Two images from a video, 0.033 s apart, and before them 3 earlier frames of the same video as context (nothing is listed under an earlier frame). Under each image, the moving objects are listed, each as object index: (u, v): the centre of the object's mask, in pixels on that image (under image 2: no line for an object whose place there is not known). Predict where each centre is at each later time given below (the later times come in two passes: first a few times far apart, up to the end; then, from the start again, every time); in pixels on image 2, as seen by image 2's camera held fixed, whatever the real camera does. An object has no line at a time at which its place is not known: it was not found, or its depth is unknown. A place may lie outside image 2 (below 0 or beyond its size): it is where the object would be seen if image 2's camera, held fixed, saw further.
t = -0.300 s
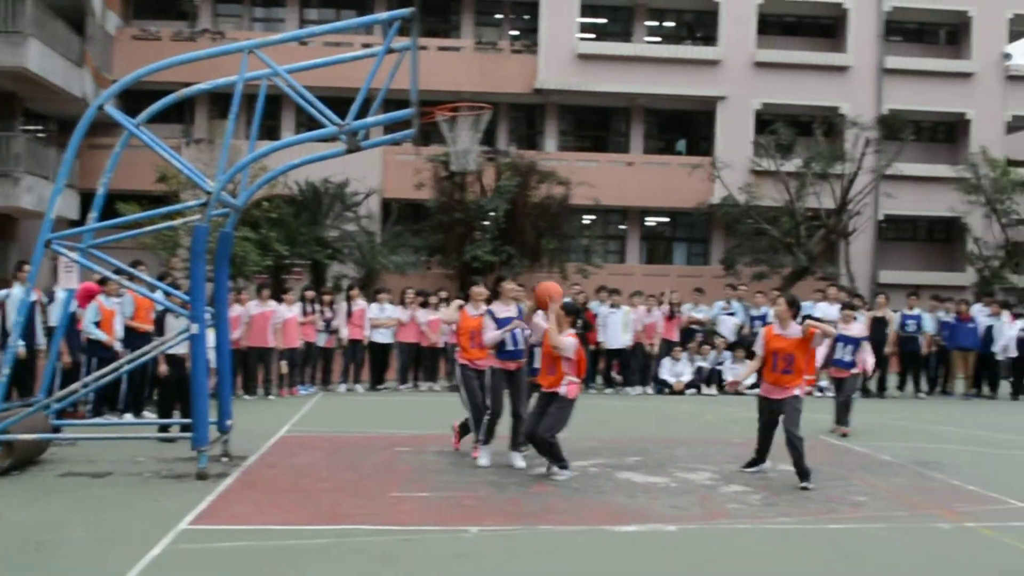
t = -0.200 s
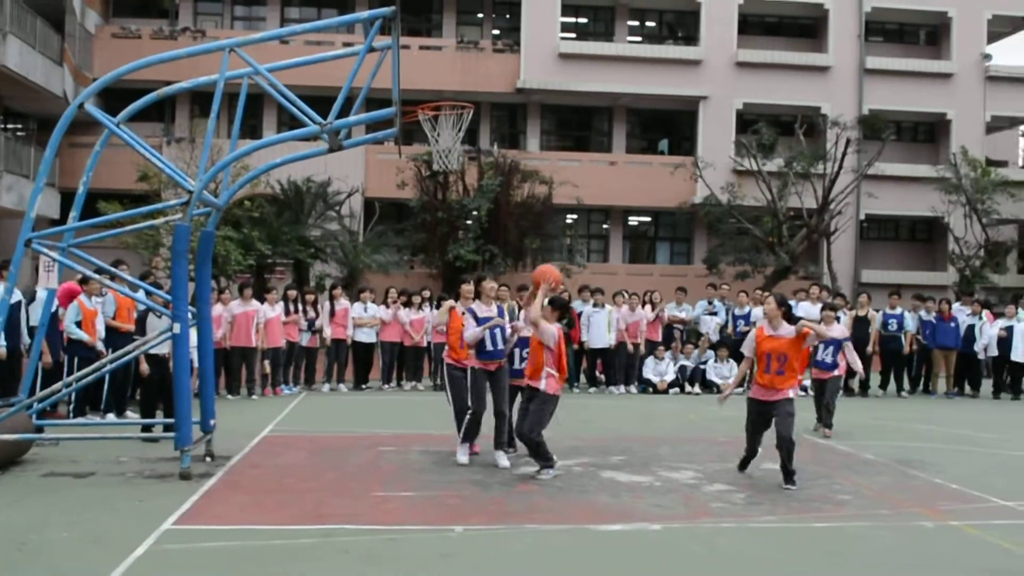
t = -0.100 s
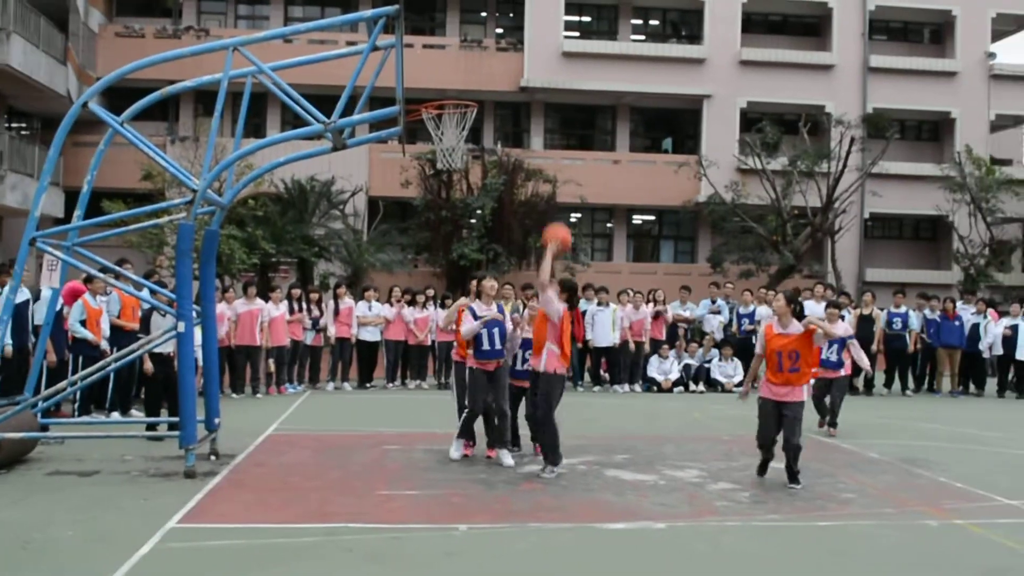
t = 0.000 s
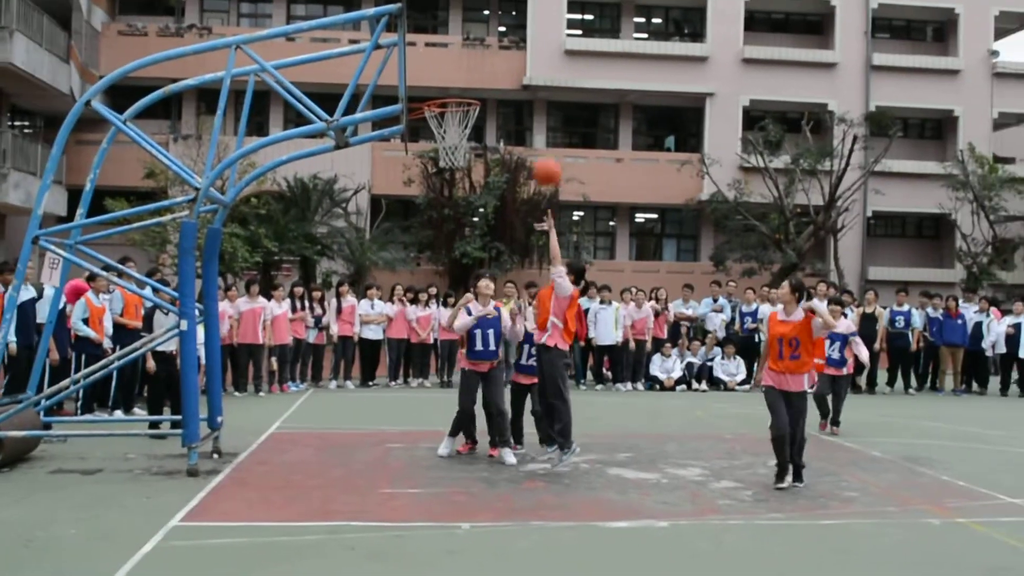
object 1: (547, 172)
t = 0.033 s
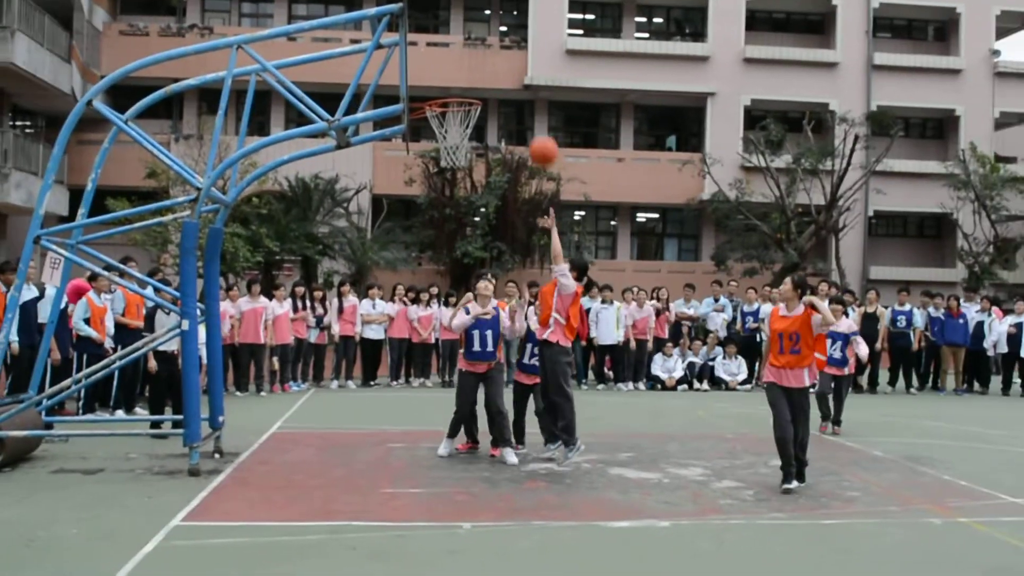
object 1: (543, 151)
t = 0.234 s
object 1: (515, 63)
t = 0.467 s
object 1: (480, 23)
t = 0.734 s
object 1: (441, 54)
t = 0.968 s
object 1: (435, 86)
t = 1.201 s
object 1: (474, 101)
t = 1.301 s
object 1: (486, 132)
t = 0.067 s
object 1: (539, 132)
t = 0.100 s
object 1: (534, 115)
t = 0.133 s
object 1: (530, 101)
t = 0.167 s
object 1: (525, 88)
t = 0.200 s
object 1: (520, 75)
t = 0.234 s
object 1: (515, 63)
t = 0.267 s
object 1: (511, 53)
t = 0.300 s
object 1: (505, 45)
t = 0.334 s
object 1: (500, 38)
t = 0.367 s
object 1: (495, 32)
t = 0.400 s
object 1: (491, 28)
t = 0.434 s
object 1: (485, 25)
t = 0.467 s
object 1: (480, 23)
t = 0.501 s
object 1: (476, 23)
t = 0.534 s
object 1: (471, 23)
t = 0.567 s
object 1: (466, 25)
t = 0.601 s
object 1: (461, 28)
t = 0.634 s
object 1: (456, 32)
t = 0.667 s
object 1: (451, 38)
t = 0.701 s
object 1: (447, 45)
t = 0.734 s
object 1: (441, 54)
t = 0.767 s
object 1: (437, 64)
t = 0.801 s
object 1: (432, 75)
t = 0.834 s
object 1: (427, 87)
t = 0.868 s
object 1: (423, 95)
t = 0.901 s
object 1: (424, 91)
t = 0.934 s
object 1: (430, 89)
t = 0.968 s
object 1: (435, 86)
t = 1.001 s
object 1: (440, 86)
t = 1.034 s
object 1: (445, 85)
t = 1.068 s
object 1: (450, 87)
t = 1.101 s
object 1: (456, 88)
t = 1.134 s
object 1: (461, 90)
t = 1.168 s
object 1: (467, 94)
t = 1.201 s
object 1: (474, 101)
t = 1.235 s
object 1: (479, 112)
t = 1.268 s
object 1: (484, 123)
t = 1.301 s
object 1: (486, 132)
